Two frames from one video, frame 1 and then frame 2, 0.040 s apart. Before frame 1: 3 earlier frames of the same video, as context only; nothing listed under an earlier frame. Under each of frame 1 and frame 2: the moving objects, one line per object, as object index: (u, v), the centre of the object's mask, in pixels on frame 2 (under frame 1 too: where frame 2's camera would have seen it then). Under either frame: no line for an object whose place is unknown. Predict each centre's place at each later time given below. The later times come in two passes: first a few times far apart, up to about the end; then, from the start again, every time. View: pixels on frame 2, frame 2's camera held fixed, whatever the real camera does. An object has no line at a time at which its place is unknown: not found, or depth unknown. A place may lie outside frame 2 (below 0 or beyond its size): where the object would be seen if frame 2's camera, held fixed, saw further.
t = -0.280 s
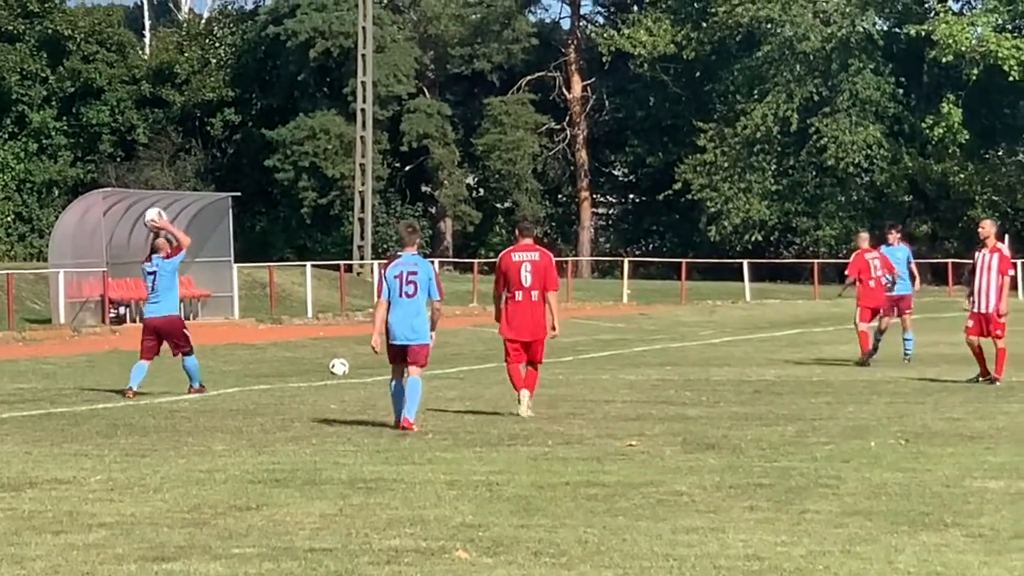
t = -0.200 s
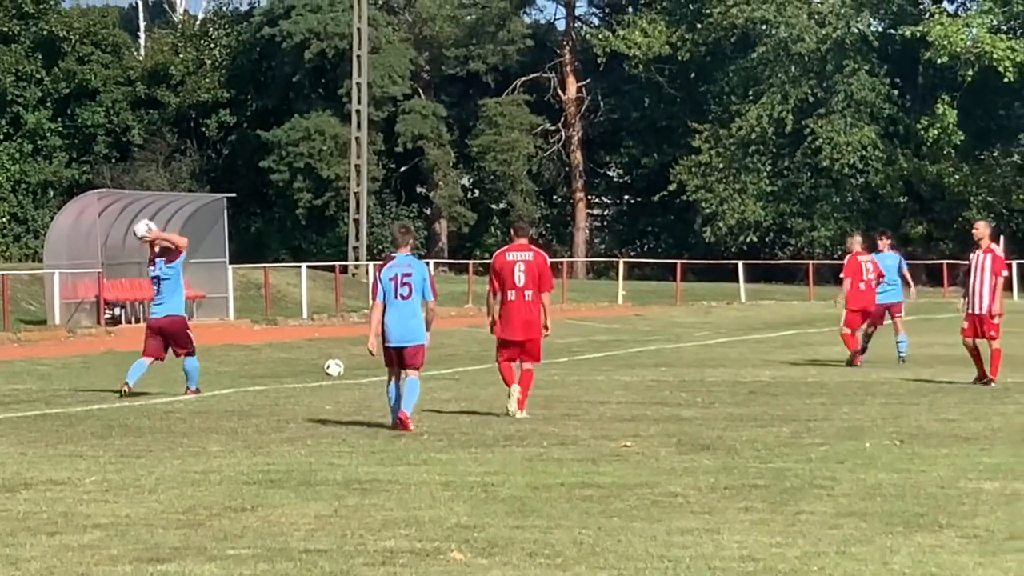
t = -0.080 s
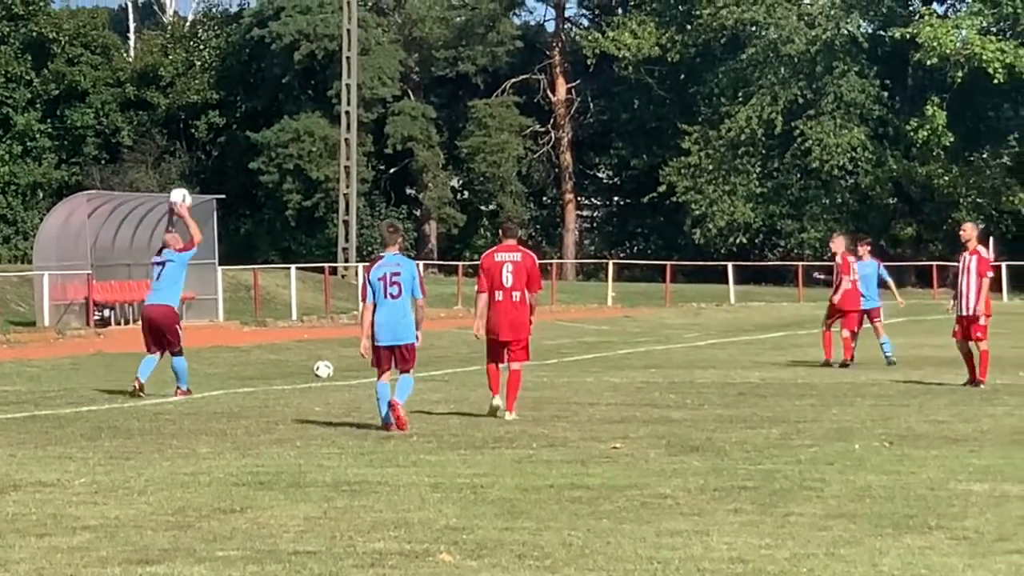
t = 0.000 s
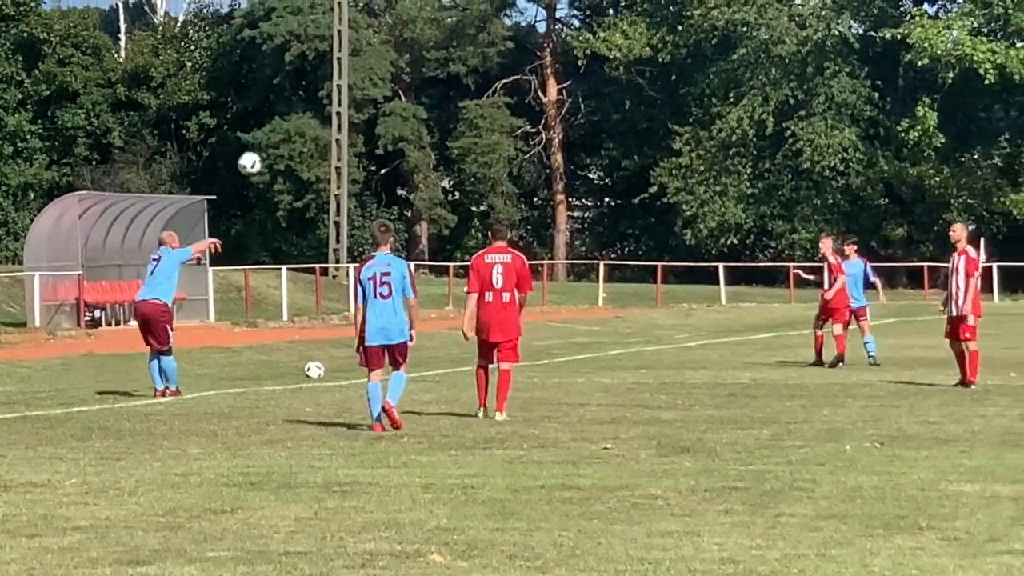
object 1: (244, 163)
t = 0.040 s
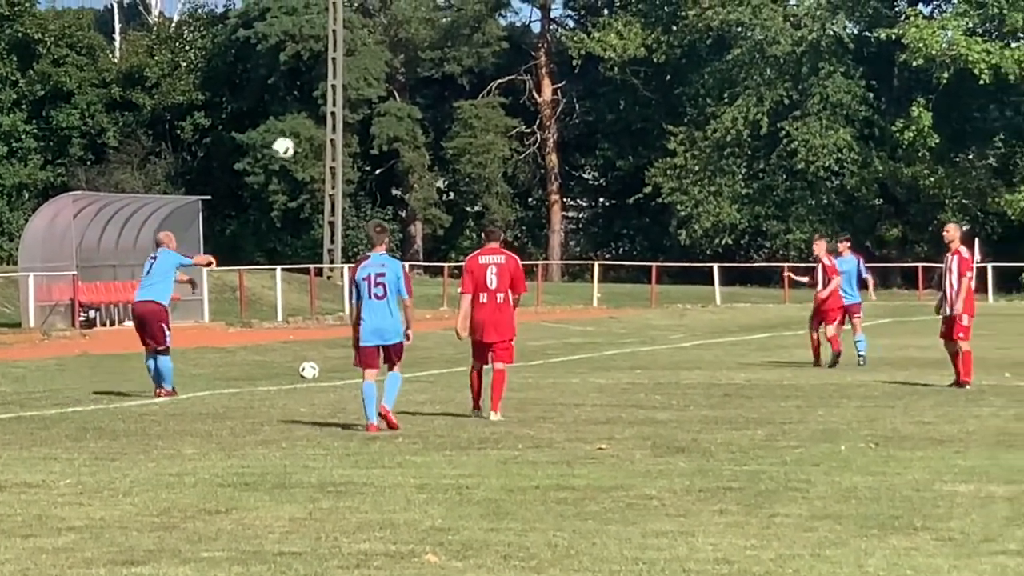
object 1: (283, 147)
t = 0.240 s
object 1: (467, 100)
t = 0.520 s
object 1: (704, 104)
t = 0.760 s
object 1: (891, 163)
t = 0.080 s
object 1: (322, 134)
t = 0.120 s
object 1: (358, 124)
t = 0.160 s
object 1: (395, 113)
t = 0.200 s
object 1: (432, 107)
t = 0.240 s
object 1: (467, 100)
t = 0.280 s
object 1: (503, 96)
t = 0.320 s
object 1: (537, 94)
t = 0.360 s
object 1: (571, 93)
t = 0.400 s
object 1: (605, 94)
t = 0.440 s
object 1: (638, 96)
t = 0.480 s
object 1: (672, 99)
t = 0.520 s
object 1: (704, 104)
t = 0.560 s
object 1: (736, 109)
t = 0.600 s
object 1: (767, 118)
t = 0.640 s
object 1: (799, 126)
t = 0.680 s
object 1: (830, 137)
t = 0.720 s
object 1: (860, 149)
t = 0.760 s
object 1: (891, 163)
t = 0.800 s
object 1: (920, 178)
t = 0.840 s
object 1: (949, 193)
